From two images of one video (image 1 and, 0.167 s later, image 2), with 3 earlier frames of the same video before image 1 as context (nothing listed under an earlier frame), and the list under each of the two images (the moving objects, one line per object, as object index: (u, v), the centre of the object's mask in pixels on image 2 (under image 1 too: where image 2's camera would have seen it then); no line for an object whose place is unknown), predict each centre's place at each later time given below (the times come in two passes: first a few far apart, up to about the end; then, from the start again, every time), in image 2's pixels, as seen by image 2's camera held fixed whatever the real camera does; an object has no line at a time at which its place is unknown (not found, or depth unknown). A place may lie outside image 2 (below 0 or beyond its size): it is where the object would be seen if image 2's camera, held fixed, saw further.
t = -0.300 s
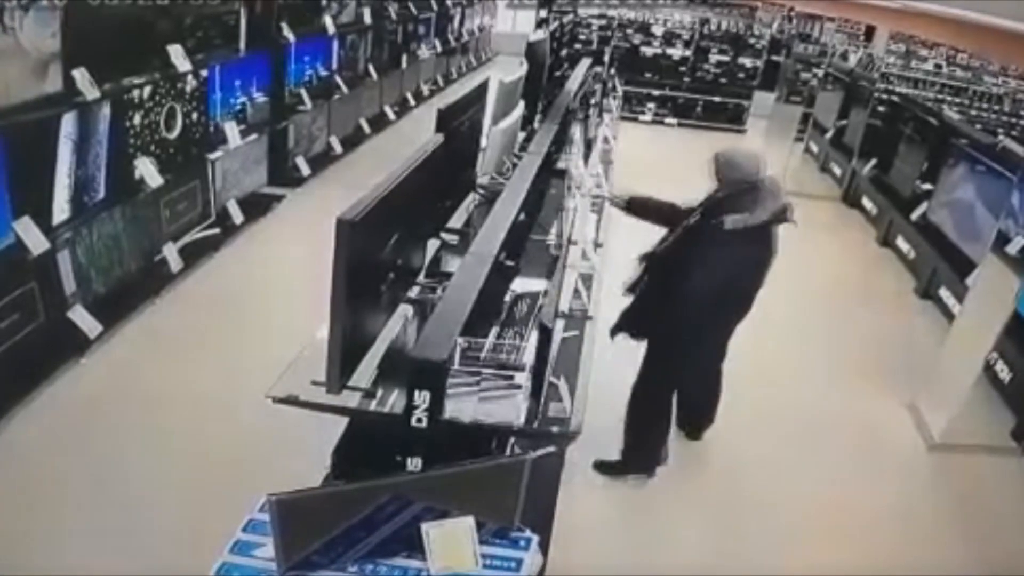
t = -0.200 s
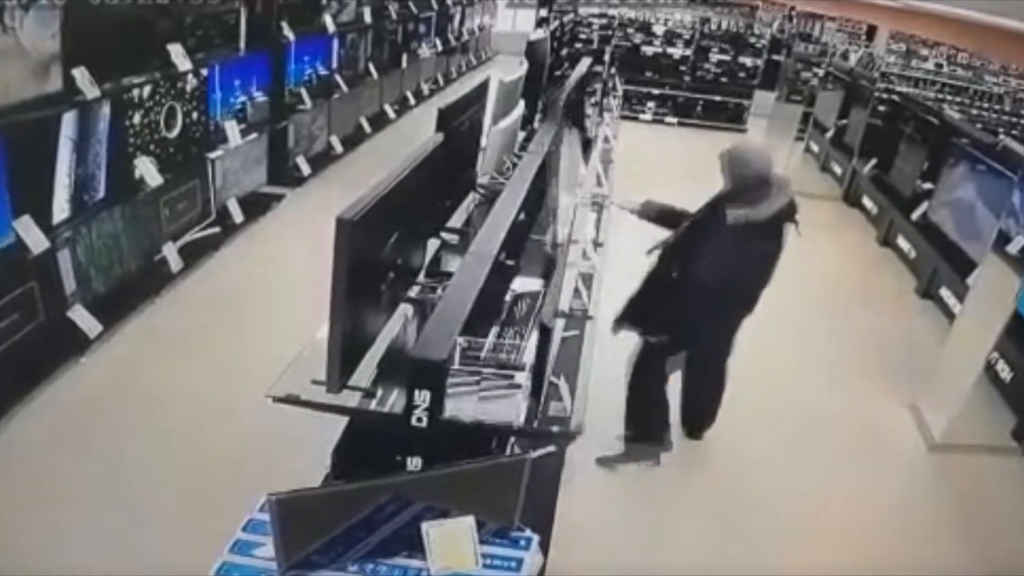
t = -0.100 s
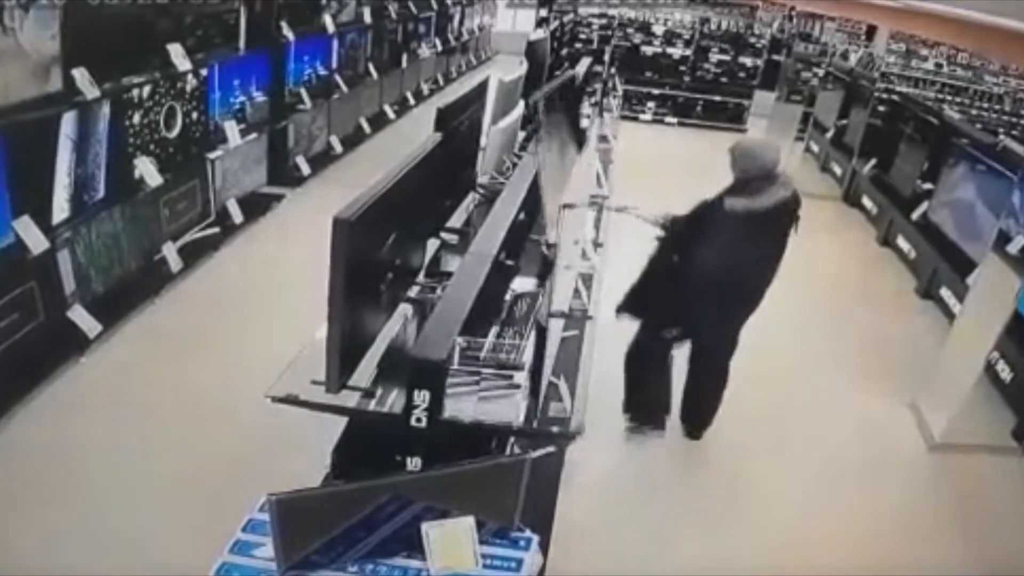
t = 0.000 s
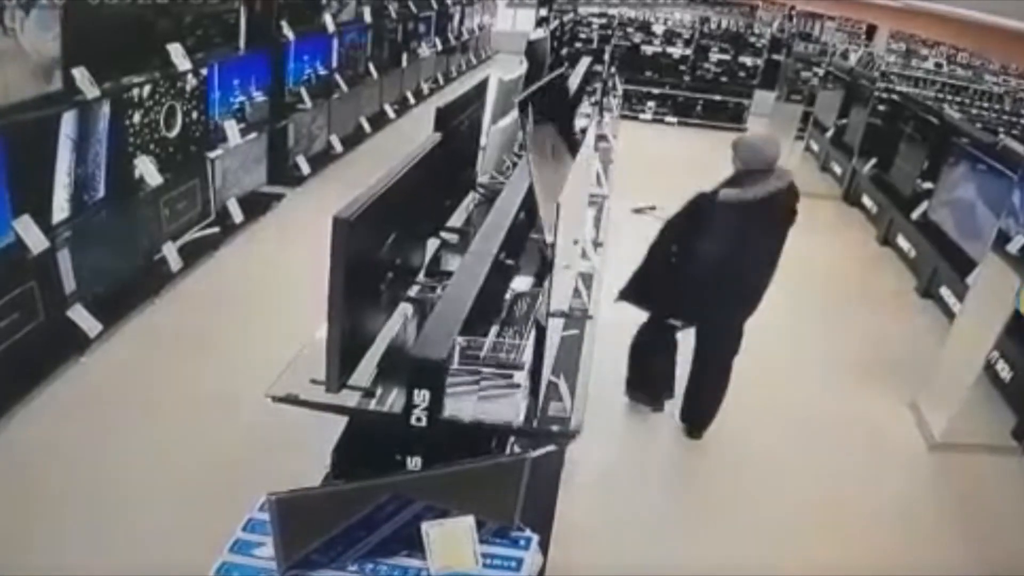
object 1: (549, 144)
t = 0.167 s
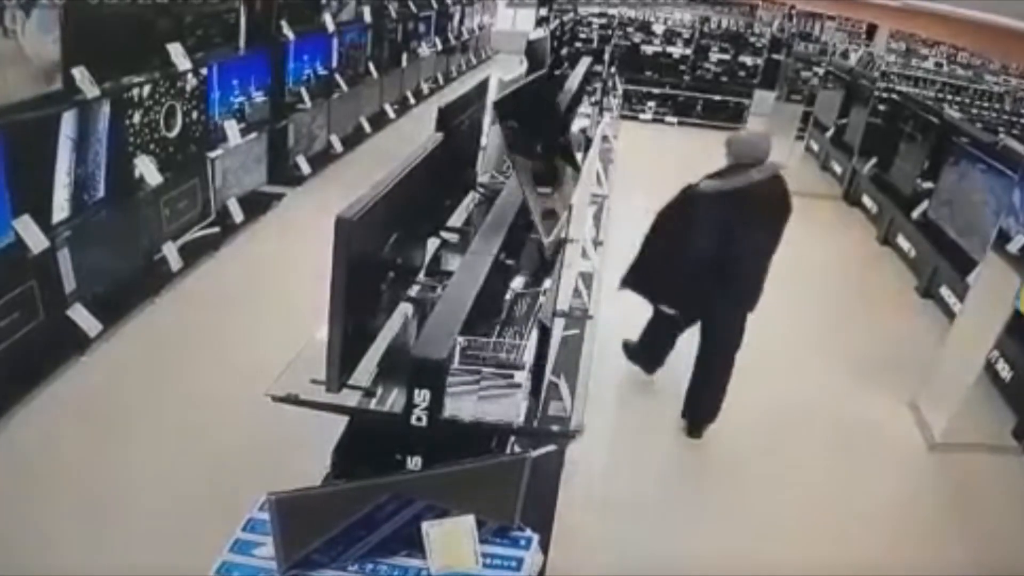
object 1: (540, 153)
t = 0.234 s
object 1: (537, 155)
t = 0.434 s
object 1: (510, 156)
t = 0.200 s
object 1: (538, 154)
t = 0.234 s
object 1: (537, 155)
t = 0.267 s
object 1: (535, 155)
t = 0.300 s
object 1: (530, 156)
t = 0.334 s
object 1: (515, 157)
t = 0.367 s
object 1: (514, 158)
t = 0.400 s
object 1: (512, 158)
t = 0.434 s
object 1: (510, 156)
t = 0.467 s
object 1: (508, 158)
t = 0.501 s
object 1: (508, 159)
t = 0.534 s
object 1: (507, 158)
